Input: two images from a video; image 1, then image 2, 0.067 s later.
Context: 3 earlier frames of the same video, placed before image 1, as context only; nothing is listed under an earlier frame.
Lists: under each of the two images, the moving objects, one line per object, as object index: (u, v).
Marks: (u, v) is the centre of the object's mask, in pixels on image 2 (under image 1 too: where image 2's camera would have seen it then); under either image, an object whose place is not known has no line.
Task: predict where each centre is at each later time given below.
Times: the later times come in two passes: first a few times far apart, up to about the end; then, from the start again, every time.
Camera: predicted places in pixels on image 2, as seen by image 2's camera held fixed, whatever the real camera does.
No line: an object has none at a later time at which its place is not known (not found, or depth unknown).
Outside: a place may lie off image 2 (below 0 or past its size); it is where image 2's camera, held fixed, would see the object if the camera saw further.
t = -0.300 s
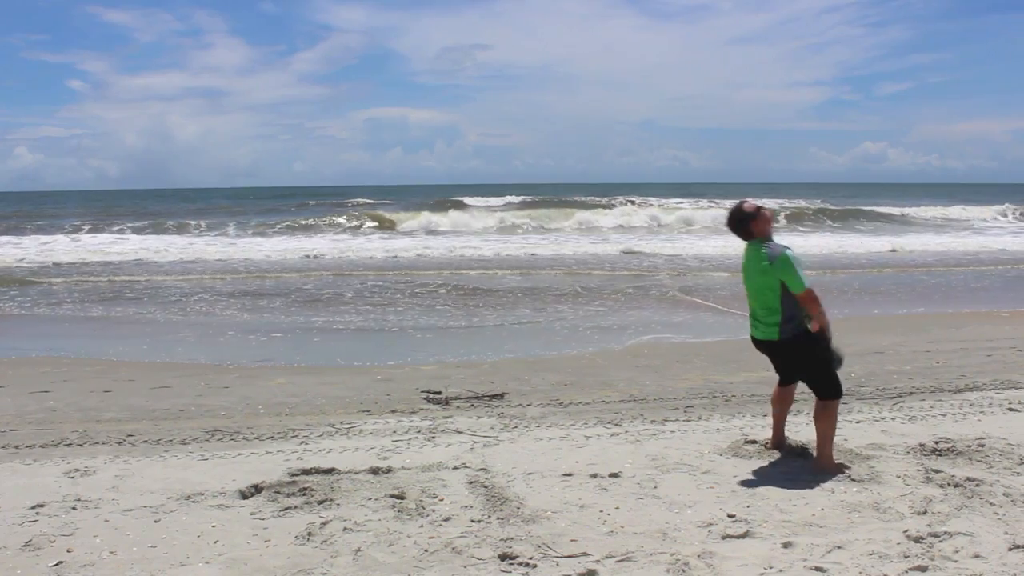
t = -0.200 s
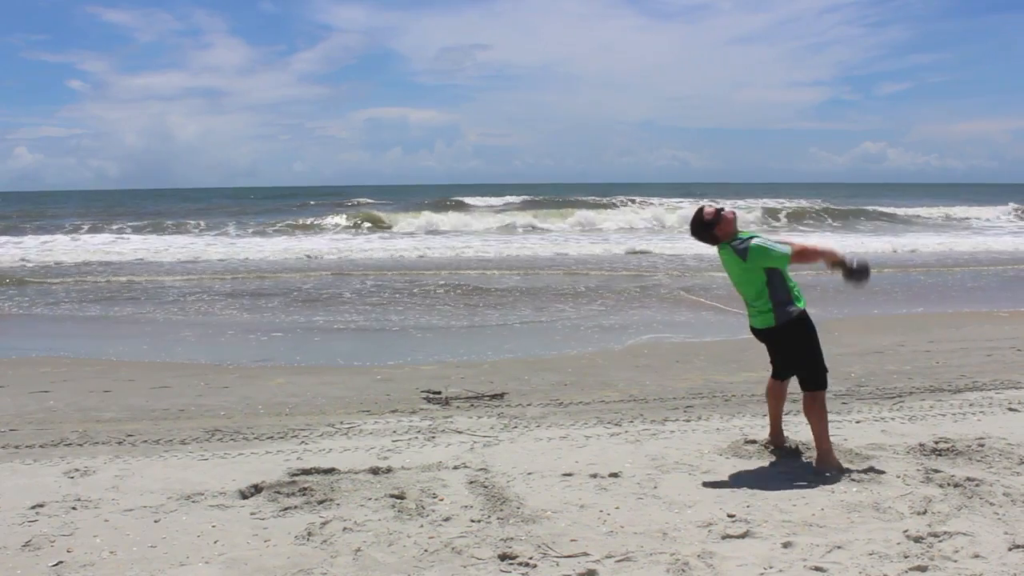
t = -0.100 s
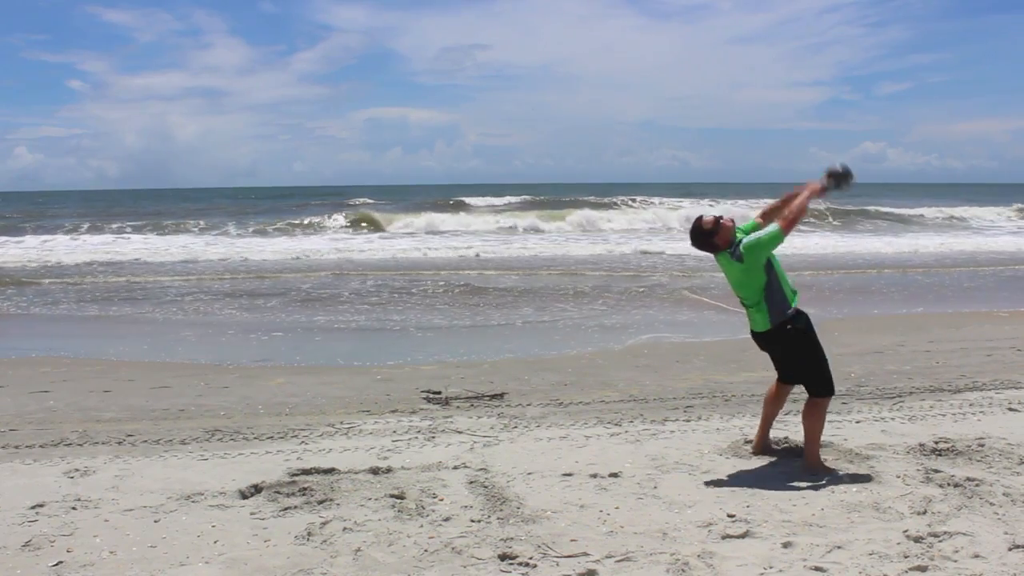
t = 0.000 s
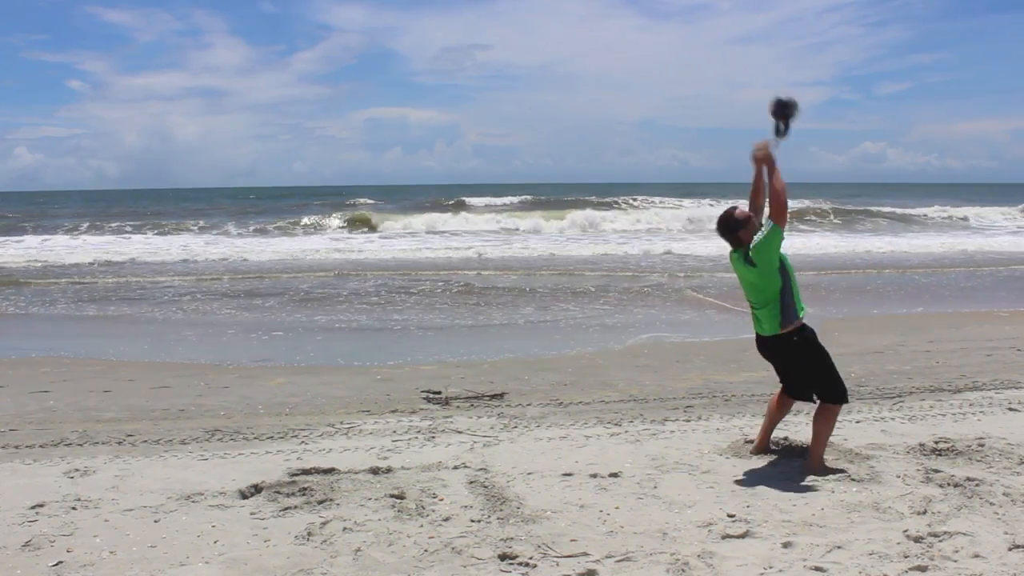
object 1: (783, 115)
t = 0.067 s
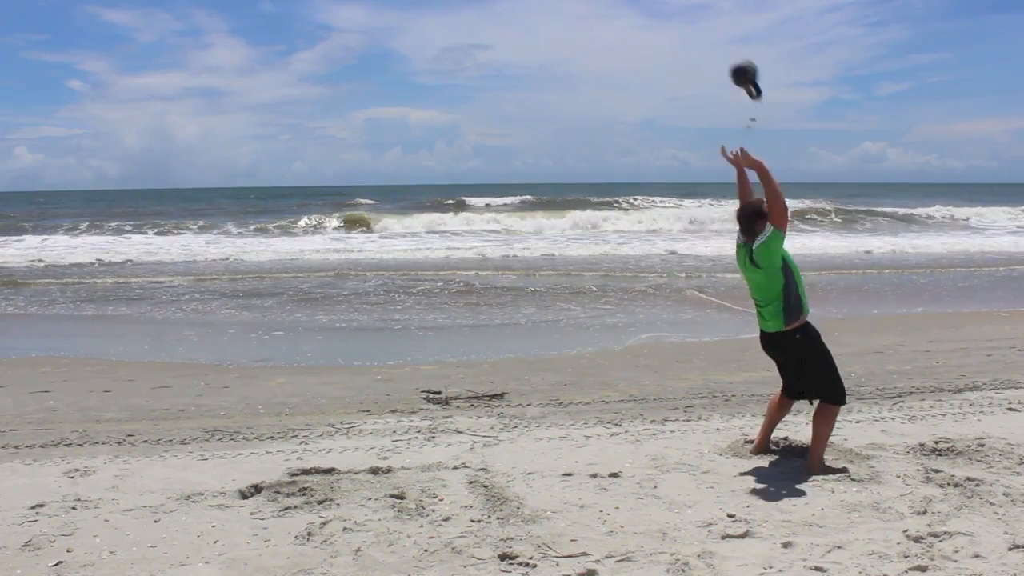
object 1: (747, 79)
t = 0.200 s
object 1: (667, 25)
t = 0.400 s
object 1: (545, 8)
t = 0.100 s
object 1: (728, 63)
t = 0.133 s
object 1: (708, 49)
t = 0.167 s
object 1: (688, 36)
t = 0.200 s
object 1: (667, 25)
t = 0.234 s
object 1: (648, 17)
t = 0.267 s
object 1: (625, 12)
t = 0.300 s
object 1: (604, 10)
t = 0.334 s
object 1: (585, 9)
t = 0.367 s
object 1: (565, 8)
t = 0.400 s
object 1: (545, 8)
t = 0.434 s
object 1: (522, 9)
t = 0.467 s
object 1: (495, 10)
